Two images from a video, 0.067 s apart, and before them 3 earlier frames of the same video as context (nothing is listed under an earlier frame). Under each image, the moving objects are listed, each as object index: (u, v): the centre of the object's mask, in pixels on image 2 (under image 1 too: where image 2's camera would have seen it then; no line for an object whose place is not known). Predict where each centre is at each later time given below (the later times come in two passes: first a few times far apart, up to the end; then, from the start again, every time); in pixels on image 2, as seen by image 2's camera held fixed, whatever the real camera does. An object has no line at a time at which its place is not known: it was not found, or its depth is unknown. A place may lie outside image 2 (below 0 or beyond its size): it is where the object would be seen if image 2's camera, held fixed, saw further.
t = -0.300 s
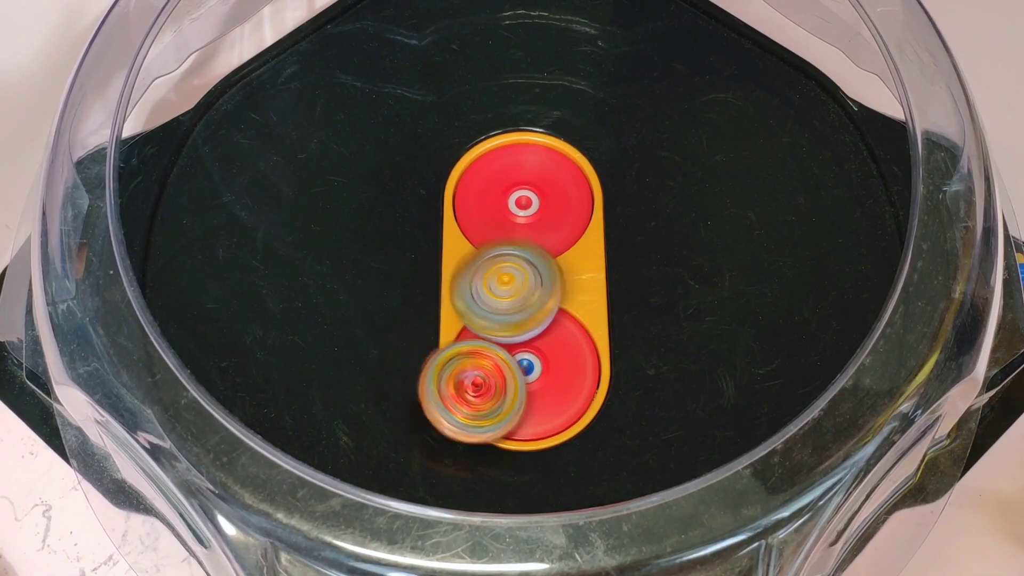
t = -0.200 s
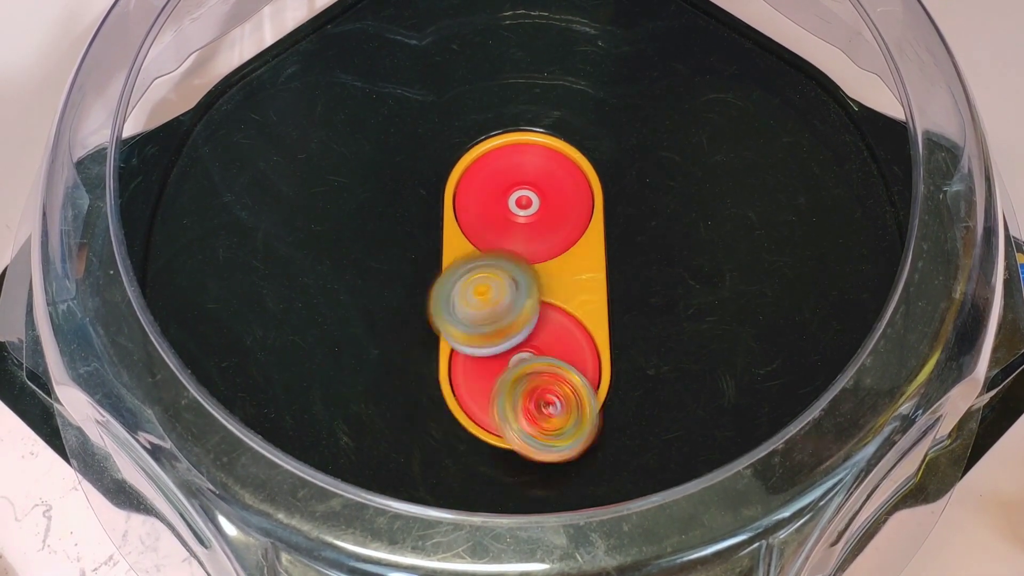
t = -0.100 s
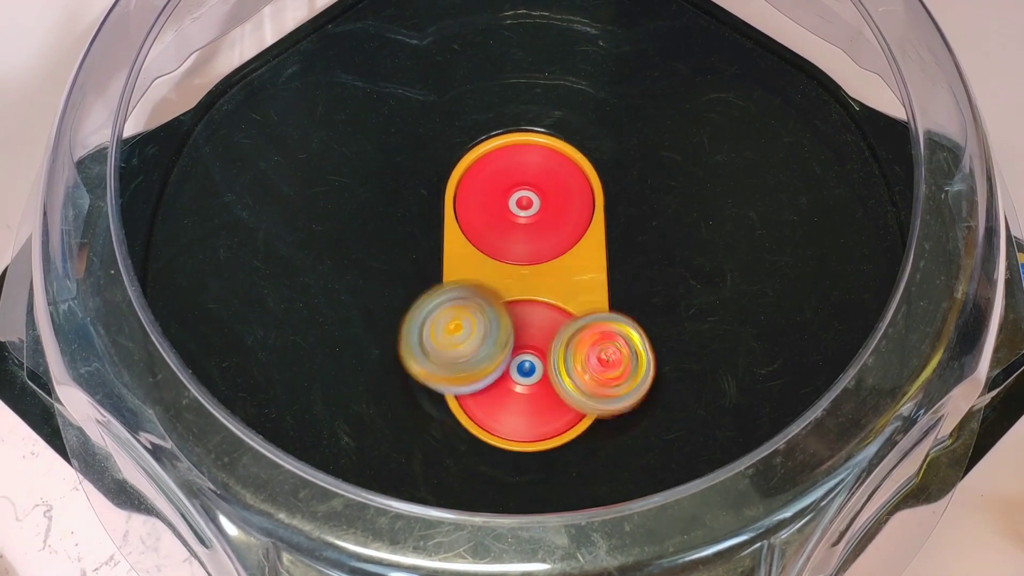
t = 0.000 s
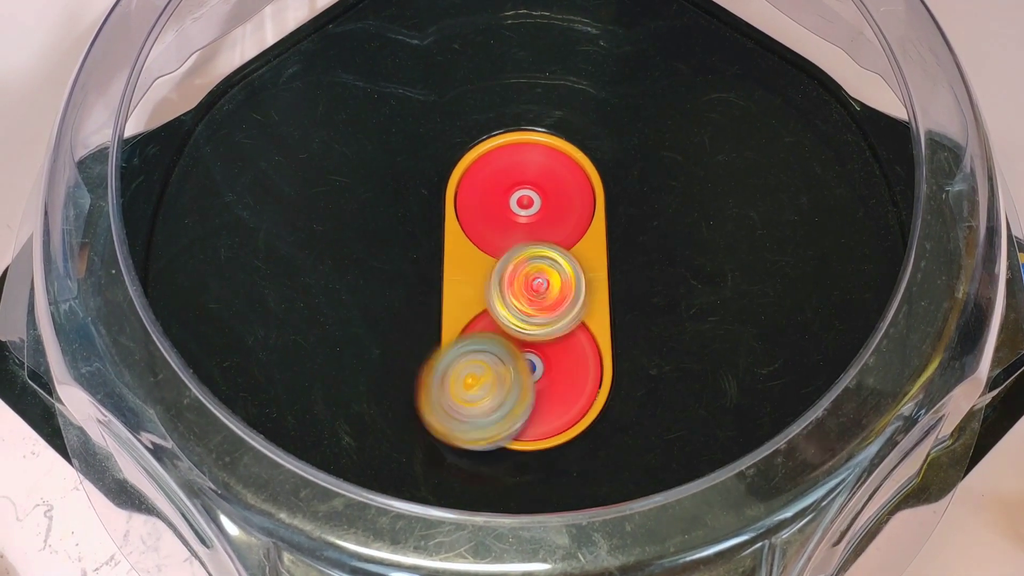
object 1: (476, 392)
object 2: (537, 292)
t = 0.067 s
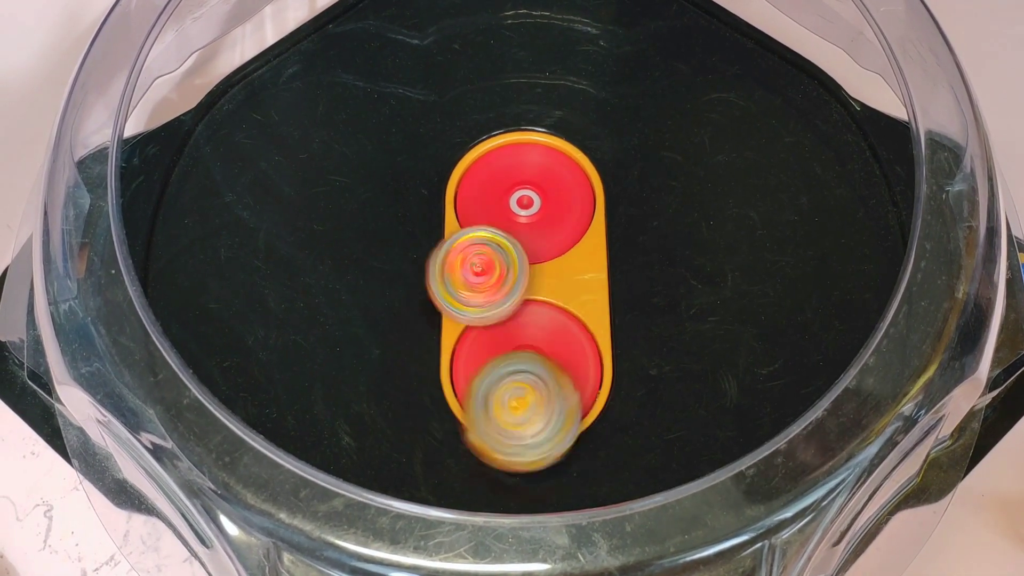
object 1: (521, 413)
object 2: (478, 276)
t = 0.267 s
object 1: (567, 292)
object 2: (455, 260)
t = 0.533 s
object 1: (573, 243)
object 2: (427, 273)
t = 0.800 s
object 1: (467, 180)
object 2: (452, 323)
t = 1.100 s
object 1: (517, 96)
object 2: (594, 346)
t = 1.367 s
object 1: (578, 189)
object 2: (447, 316)
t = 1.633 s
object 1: (427, 202)
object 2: (546, 418)
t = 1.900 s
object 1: (470, 182)
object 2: (468, 329)
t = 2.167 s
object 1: (562, 213)
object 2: (569, 308)
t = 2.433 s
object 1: (470, 93)
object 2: (437, 449)
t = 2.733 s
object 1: (585, 46)
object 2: (444, 430)
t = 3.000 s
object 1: (573, 86)
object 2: (535, 366)
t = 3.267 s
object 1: (562, 190)
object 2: (571, 333)
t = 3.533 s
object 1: (447, 185)
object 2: (613, 397)
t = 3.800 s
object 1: (452, 132)
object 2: (560, 318)
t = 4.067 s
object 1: (584, 145)
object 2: (485, 321)
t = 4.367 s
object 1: (544, 237)
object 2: (557, 402)
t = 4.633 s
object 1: (489, 135)
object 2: (520, 299)
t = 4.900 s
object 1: (518, 238)
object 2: (494, 402)
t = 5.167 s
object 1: (501, 121)
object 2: (578, 325)
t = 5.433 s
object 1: (578, 204)
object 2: (474, 334)
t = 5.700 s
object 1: (481, 260)
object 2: (557, 405)
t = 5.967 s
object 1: (478, 277)
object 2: (573, 310)
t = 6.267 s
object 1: (454, 274)
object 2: (543, 304)
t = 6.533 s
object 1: (446, 238)
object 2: (513, 306)
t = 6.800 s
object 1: (454, 194)
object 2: (477, 336)
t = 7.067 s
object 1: (557, 144)
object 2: (532, 403)
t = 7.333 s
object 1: (485, 225)
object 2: (567, 317)
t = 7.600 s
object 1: (572, 143)
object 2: (465, 318)
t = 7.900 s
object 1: (483, 214)
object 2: (477, 383)
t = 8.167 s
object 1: (539, 135)
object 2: (564, 393)
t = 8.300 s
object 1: (571, 151)
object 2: (572, 375)
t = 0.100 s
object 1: (551, 408)
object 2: (457, 269)
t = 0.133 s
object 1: (576, 392)
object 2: (443, 263)
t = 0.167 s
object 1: (587, 367)
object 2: (438, 258)
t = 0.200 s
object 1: (592, 336)
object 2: (442, 257)
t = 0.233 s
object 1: (581, 311)
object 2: (448, 258)
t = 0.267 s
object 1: (567, 292)
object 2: (455, 260)
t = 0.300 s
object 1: (568, 278)
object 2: (442, 259)
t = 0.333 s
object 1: (576, 269)
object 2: (432, 258)
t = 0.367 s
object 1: (577, 264)
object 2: (428, 258)
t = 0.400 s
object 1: (579, 258)
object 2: (427, 260)
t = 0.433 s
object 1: (581, 254)
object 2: (425, 263)
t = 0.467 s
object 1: (579, 251)
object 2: (425, 266)
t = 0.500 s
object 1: (575, 246)
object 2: (425, 270)
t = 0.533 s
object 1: (573, 243)
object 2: (427, 273)
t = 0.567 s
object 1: (568, 241)
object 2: (429, 276)
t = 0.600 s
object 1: (559, 237)
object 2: (433, 279)
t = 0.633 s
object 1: (556, 233)
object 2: (438, 283)
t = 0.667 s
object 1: (544, 227)
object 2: (445, 286)
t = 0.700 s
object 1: (526, 220)
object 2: (453, 290)
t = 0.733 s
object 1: (513, 208)
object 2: (453, 299)
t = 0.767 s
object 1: (493, 194)
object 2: (452, 313)
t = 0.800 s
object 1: (467, 180)
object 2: (452, 323)
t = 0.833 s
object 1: (459, 160)
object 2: (455, 335)
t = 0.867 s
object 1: (462, 144)
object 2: (468, 351)
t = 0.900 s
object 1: (470, 127)
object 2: (480, 369)
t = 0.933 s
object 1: (483, 112)
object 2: (495, 392)
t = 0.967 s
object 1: (494, 103)
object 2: (513, 416)
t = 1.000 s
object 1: (502, 96)
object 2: (541, 417)
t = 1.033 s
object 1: (508, 95)
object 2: (569, 402)
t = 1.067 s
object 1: (512, 94)
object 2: (591, 378)
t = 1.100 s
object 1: (517, 96)
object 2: (594, 346)
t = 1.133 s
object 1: (519, 99)
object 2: (578, 314)
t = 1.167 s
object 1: (522, 101)
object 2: (545, 293)
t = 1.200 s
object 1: (526, 107)
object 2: (511, 289)
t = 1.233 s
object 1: (528, 118)
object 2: (483, 294)
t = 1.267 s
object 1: (533, 133)
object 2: (462, 300)
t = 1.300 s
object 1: (545, 148)
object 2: (448, 305)
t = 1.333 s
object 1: (559, 166)
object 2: (441, 310)
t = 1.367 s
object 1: (578, 189)
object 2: (447, 316)
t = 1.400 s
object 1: (583, 211)
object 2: (454, 323)
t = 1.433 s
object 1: (565, 226)
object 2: (463, 333)
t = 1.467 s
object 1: (541, 234)
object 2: (472, 345)
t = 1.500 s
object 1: (507, 235)
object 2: (480, 361)
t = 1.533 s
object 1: (473, 225)
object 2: (488, 381)
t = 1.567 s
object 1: (448, 218)
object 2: (498, 407)
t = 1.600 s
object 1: (433, 208)
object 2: (517, 422)
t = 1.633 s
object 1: (427, 202)
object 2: (546, 418)
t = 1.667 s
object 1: (421, 197)
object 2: (576, 404)
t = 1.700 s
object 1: (424, 193)
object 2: (594, 375)
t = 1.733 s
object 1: (427, 192)
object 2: (591, 340)
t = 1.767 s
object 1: (431, 188)
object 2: (570, 312)
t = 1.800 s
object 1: (439, 188)
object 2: (538, 296)
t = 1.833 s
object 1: (446, 185)
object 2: (506, 293)
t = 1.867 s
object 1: (459, 183)
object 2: (478, 305)
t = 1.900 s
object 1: (470, 182)
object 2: (468, 329)
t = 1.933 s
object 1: (484, 172)
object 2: (459, 357)
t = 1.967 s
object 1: (501, 160)
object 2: (467, 385)
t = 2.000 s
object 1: (521, 144)
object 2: (497, 408)
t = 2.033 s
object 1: (547, 129)
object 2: (534, 413)
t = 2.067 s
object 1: (564, 140)
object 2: (570, 399)
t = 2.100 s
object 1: (583, 160)
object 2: (592, 368)
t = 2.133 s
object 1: (587, 188)
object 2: (592, 331)
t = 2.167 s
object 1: (562, 213)
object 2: (569, 308)
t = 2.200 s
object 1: (534, 210)
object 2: (537, 330)
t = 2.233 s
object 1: (500, 198)
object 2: (503, 352)
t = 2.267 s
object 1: (465, 183)
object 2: (473, 379)
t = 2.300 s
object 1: (450, 161)
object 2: (455, 400)
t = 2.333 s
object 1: (442, 143)
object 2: (449, 417)
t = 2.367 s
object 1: (443, 125)
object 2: (444, 430)
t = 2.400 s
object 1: (454, 108)
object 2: (439, 440)
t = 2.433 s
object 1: (470, 93)
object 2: (437, 449)
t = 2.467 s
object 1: (489, 81)
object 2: (433, 456)
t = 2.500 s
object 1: (508, 71)
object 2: (431, 459)
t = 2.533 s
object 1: (524, 63)
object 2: (430, 460)
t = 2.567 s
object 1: (538, 58)
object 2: (430, 458)
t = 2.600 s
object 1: (552, 53)
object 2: (431, 456)
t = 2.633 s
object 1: (564, 50)
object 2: (433, 451)
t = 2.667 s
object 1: (574, 47)
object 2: (436, 446)
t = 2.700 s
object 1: (578, 46)
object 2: (439, 439)
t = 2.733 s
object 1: (585, 46)
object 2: (444, 430)
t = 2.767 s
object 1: (586, 48)
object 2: (451, 420)
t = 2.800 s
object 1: (588, 51)
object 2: (460, 410)
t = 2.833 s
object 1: (585, 56)
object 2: (470, 399)
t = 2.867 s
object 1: (585, 60)
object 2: (482, 389)
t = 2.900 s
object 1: (579, 67)
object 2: (496, 379)
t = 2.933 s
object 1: (578, 73)
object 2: (512, 371)
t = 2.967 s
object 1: (573, 79)
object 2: (524, 366)
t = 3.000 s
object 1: (573, 86)
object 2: (535, 366)
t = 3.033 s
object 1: (568, 91)
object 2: (548, 369)
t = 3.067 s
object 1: (568, 100)
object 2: (554, 370)
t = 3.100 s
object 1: (563, 106)
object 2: (559, 373)
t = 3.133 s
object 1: (560, 115)
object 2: (566, 368)
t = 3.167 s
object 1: (553, 131)
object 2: (572, 362)
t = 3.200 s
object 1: (551, 150)
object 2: (579, 349)
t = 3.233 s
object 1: (552, 170)
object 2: (575, 340)
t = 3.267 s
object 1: (562, 190)
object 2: (571, 333)
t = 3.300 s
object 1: (571, 210)
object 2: (574, 325)
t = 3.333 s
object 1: (572, 224)
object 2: (575, 321)
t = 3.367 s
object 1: (551, 217)
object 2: (587, 342)
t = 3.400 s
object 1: (537, 211)
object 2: (598, 358)
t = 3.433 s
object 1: (509, 206)
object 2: (607, 373)
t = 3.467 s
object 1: (483, 204)
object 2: (612, 384)
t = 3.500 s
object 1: (455, 199)
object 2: (614, 392)
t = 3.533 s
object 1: (447, 185)
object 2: (613, 397)
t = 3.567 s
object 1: (435, 174)
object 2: (607, 399)
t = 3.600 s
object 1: (432, 159)
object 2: (600, 397)
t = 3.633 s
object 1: (430, 149)
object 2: (591, 393)
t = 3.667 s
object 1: (434, 142)
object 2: (584, 384)
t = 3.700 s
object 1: (436, 137)
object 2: (575, 372)
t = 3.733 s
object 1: (441, 133)
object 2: (569, 354)
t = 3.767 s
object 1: (446, 132)
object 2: (569, 336)
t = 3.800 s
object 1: (452, 132)
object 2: (560, 318)
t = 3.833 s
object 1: (460, 132)
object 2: (547, 302)
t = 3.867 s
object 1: (468, 134)
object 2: (530, 285)
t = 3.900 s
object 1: (479, 138)
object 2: (511, 277)
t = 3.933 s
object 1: (493, 143)
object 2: (497, 277)
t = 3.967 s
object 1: (513, 143)
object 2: (485, 283)
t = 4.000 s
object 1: (538, 141)
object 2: (480, 292)
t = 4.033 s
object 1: (566, 138)
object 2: (479, 304)
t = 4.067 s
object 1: (584, 145)
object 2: (485, 321)
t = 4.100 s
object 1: (596, 160)
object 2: (485, 336)
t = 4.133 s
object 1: (598, 175)
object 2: (485, 352)
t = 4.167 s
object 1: (595, 192)
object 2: (478, 366)
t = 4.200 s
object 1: (590, 206)
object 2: (483, 376)
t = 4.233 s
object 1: (582, 219)
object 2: (494, 383)
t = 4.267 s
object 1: (572, 227)
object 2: (506, 391)
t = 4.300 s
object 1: (564, 233)
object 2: (520, 399)
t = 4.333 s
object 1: (554, 236)
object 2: (537, 404)
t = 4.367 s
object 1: (544, 237)
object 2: (557, 402)
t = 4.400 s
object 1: (535, 235)
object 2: (568, 393)
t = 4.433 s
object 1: (523, 230)
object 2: (566, 377)
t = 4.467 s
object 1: (503, 224)
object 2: (566, 358)
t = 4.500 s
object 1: (482, 213)
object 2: (563, 337)
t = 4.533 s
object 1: (471, 197)
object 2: (556, 315)
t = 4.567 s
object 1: (467, 175)
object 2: (546, 303)
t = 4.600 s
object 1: (469, 152)
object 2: (534, 298)
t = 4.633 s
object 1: (489, 135)
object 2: (520, 299)
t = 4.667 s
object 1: (516, 127)
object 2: (509, 306)
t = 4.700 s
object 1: (543, 136)
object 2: (501, 316)
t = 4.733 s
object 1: (568, 150)
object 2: (489, 327)
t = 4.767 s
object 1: (580, 169)
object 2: (482, 340)
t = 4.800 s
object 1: (574, 193)
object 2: (480, 354)
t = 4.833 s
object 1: (563, 215)
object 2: (477, 370)
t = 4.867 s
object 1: (542, 233)
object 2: (481, 387)
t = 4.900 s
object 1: (518, 238)
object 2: (494, 402)
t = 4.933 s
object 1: (498, 234)
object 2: (509, 407)
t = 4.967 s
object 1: (483, 223)
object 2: (527, 409)
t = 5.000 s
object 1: (469, 206)
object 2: (548, 407)
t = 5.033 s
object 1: (461, 186)
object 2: (566, 399)
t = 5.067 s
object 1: (463, 166)
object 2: (577, 385)
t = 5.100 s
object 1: (469, 146)
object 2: (583, 366)
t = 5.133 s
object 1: (483, 132)
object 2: (584, 345)
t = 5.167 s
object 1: (501, 121)
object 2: (578, 325)
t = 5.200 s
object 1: (518, 115)
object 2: (564, 309)
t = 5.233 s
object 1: (533, 113)
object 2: (548, 300)
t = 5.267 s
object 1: (547, 119)
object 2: (531, 298)
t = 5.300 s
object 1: (559, 127)
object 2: (516, 298)
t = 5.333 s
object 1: (569, 140)
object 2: (504, 303)
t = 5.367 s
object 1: (577, 158)
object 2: (495, 311)
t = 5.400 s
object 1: (579, 179)
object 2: (484, 321)
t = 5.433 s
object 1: (578, 204)
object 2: (474, 334)
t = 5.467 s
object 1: (562, 226)
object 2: (468, 348)
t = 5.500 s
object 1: (541, 239)
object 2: (471, 362)
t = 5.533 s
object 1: (525, 245)
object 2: (476, 379)
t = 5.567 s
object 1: (508, 248)
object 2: (487, 396)
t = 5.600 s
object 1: (499, 253)
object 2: (502, 406)
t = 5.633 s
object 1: (492, 255)
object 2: (521, 412)
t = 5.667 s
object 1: (484, 255)
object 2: (538, 411)
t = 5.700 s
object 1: (481, 260)
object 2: (557, 405)
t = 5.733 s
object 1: (484, 266)
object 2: (572, 393)
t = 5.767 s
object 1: (485, 268)
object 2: (581, 377)
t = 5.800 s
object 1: (483, 271)
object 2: (587, 357)
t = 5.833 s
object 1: (486, 272)
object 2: (585, 337)
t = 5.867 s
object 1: (491, 274)
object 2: (576, 320)
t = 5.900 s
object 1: (487, 272)
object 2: (572, 311)
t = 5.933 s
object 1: (481, 274)
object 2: (574, 309)
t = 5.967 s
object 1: (478, 277)
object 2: (573, 310)
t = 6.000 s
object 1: (480, 279)
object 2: (569, 313)
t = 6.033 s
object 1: (482, 279)
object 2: (565, 313)
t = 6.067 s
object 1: (479, 279)
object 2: (563, 313)
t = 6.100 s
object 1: (474, 283)
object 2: (560, 311)
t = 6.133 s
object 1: (466, 282)
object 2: (560, 309)
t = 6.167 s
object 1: (458, 281)
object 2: (559, 310)
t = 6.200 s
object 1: (453, 282)
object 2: (554, 311)
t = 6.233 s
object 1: (455, 280)
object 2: (546, 309)
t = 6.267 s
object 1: (454, 274)
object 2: (543, 304)
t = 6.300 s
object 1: (452, 270)
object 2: (544, 302)
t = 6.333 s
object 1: (458, 265)
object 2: (542, 301)
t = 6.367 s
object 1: (458, 259)
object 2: (540, 303)
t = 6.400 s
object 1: (458, 256)
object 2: (535, 305)
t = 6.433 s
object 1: (453, 250)
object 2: (529, 305)
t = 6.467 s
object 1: (451, 245)
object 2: (522, 305)
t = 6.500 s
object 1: (448, 243)
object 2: (515, 305)
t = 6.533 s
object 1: (446, 238)
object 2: (513, 306)
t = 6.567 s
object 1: (449, 231)
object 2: (512, 309)
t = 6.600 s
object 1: (452, 223)
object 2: (509, 311)
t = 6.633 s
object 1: (453, 218)
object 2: (504, 313)
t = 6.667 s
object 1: (452, 215)
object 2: (496, 312)
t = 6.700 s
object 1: (450, 211)
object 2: (488, 315)
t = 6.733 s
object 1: (446, 207)
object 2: (483, 320)
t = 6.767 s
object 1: (447, 202)
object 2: (478, 327)
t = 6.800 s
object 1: (454, 194)
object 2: (477, 336)
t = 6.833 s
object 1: (460, 187)
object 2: (476, 348)
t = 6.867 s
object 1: (470, 180)
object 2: (476, 362)
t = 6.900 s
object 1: (480, 167)
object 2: (477, 376)
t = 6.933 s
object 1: (491, 150)
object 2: (480, 389)
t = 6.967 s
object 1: (506, 130)
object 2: (488, 400)
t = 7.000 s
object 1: (524, 123)
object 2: (500, 406)
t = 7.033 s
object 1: (541, 129)
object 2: (514, 405)
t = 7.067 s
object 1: (557, 144)
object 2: (532, 403)
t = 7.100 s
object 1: (569, 160)
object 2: (550, 398)
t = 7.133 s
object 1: (574, 181)
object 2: (566, 389)
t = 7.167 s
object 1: (573, 199)
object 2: (580, 378)
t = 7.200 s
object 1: (563, 215)
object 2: (590, 363)
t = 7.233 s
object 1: (546, 229)
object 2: (593, 349)
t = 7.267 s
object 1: (522, 236)
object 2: (589, 336)
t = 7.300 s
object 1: (500, 237)
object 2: (580, 325)
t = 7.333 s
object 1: (485, 225)
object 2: (567, 317)
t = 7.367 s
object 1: (480, 206)
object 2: (549, 311)
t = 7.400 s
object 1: (476, 183)
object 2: (531, 307)
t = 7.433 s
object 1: (478, 160)
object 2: (514, 303)
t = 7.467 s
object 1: (487, 142)
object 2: (495, 304)
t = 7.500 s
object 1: (503, 135)
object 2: (480, 308)
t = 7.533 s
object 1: (526, 133)
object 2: (473, 312)
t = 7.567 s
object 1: (551, 137)
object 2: (467, 315)
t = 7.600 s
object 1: (572, 143)
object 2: (465, 318)
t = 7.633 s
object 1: (581, 160)
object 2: (466, 321)
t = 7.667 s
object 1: (583, 181)
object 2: (470, 325)
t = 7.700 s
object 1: (577, 205)
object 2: (476, 329)
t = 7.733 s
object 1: (560, 223)
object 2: (482, 335)
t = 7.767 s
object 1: (533, 234)
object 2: (484, 342)
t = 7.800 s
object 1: (510, 236)
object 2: (480, 351)
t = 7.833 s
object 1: (494, 231)
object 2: (476, 360)
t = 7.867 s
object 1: (486, 225)
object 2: (475, 372)
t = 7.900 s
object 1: (483, 214)
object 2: (477, 383)
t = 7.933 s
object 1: (480, 199)
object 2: (483, 392)
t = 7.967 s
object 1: (476, 181)
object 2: (494, 399)
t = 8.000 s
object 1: (476, 159)
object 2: (509, 403)
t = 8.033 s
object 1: (479, 141)
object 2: (525, 404)
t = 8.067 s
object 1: (489, 130)
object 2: (538, 403)
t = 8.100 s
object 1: (506, 131)
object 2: (549, 401)
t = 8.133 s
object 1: (522, 132)
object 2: (558, 397)
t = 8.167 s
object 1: (539, 135)
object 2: (564, 393)
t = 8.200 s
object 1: (554, 138)
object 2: (569, 388)
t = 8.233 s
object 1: (564, 140)
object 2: (573, 383)
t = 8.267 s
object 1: (569, 145)
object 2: (573, 378)
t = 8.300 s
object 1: (571, 151)
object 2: (572, 375)
